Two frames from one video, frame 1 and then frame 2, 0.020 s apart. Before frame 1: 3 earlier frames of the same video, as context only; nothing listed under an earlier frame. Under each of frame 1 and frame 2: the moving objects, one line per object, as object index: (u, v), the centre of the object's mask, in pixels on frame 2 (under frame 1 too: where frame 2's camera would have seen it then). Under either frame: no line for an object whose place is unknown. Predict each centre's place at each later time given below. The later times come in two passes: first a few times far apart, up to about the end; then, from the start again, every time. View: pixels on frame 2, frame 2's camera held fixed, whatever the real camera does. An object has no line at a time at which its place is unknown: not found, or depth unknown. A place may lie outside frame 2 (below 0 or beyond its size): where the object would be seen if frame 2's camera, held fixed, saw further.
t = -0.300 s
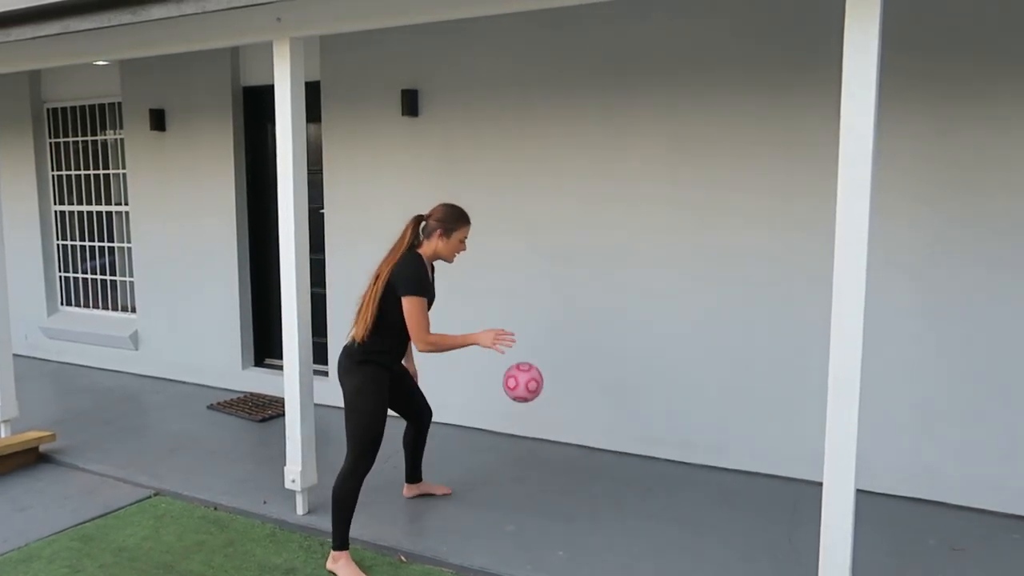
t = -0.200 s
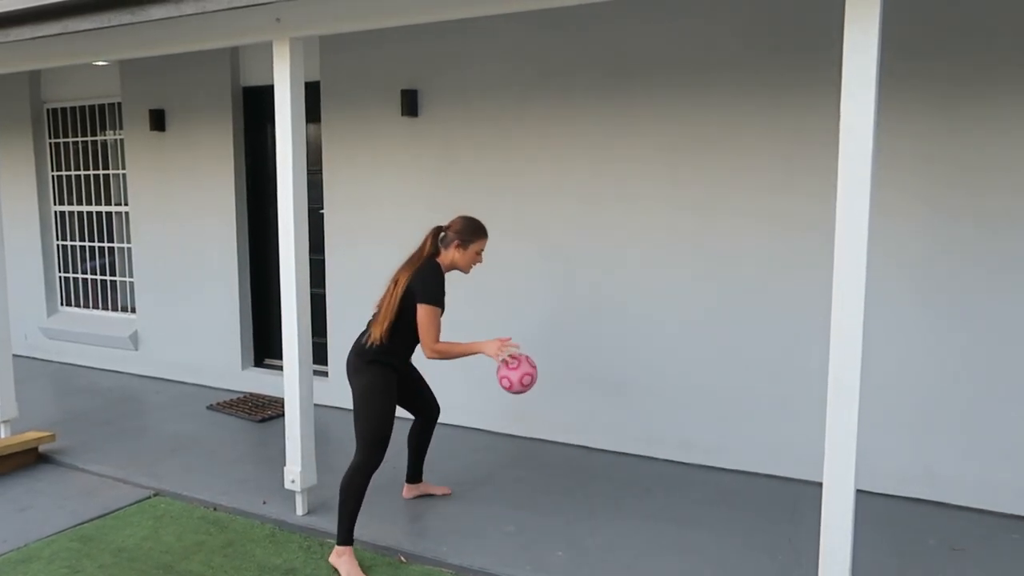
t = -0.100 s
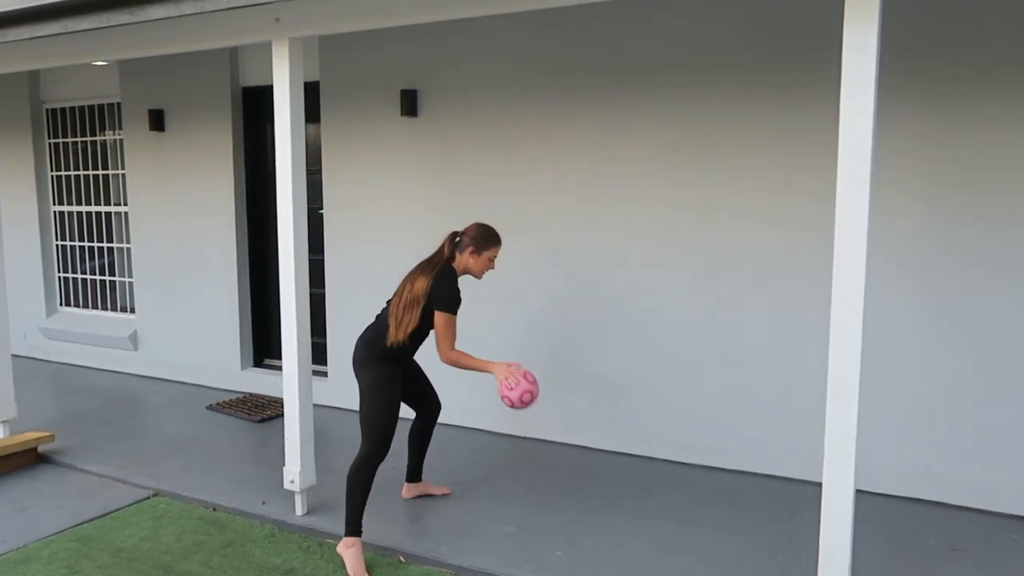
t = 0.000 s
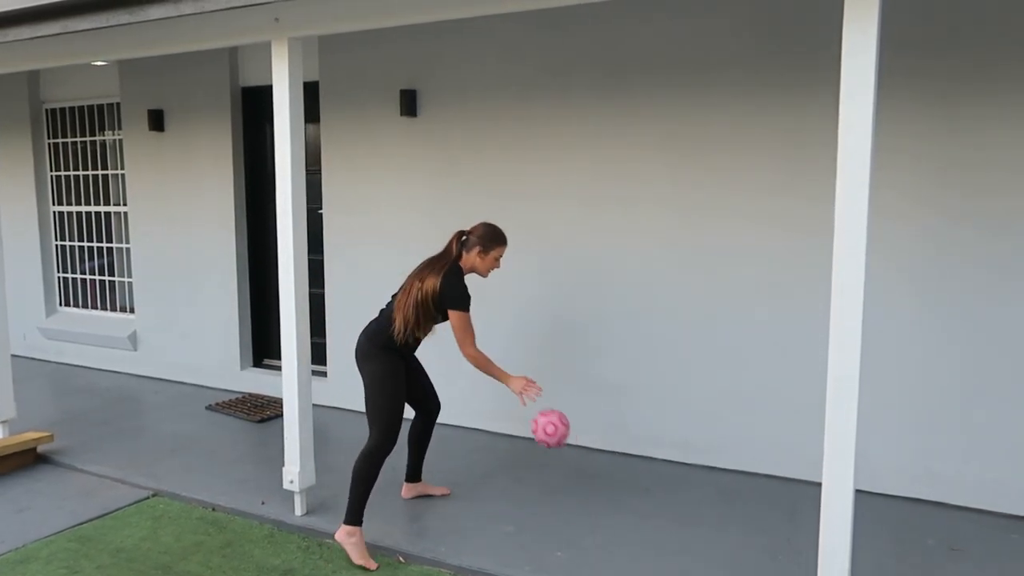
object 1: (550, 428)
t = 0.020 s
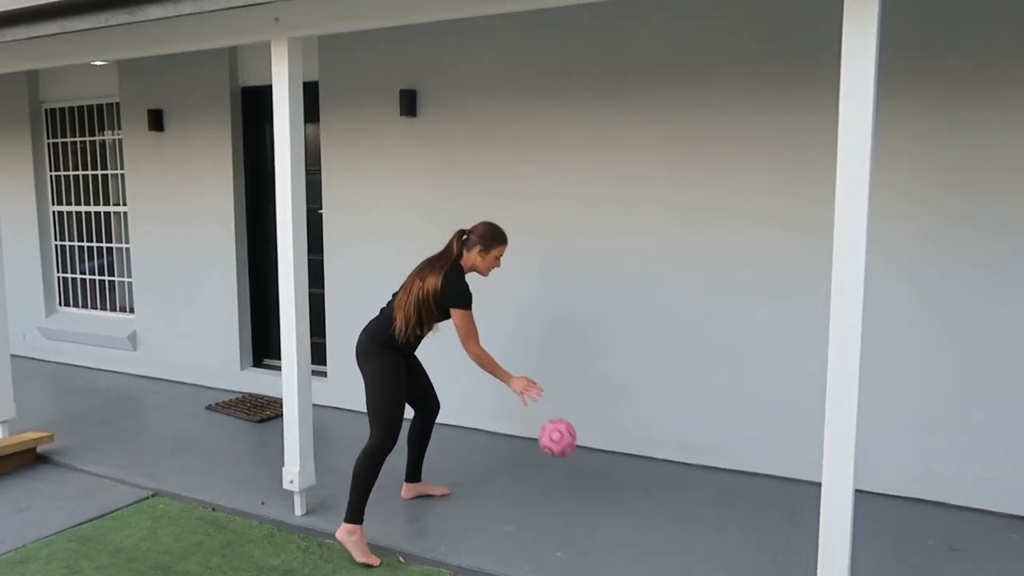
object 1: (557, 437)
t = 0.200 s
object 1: (604, 414)
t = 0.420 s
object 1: (642, 354)
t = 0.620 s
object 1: (637, 381)
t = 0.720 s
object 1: (634, 425)
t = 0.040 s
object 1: (564, 447)
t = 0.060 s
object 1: (570, 457)
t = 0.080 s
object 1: (576, 469)
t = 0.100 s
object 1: (582, 473)
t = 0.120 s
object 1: (586, 460)
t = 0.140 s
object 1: (591, 447)
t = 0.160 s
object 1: (596, 435)
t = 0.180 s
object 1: (600, 424)
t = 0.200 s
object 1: (604, 414)
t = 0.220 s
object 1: (608, 405)
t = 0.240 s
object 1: (612, 397)
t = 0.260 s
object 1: (616, 390)
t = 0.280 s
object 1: (620, 382)
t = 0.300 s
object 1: (623, 376)
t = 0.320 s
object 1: (627, 370)
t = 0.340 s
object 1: (631, 366)
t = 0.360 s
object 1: (635, 362)
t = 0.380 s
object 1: (639, 358)
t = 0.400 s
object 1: (642, 356)
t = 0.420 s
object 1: (642, 354)
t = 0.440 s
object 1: (642, 353)
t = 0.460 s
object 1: (642, 353)
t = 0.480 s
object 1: (641, 354)
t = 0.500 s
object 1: (641, 355)
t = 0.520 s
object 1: (640, 358)
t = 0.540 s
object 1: (640, 361)
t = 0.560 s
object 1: (639, 365)
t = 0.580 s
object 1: (639, 369)
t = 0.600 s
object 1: (638, 375)
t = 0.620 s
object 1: (637, 381)
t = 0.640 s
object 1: (637, 388)
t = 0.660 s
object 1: (636, 396)
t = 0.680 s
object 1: (636, 405)
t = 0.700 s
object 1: (635, 415)
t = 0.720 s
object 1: (634, 425)
